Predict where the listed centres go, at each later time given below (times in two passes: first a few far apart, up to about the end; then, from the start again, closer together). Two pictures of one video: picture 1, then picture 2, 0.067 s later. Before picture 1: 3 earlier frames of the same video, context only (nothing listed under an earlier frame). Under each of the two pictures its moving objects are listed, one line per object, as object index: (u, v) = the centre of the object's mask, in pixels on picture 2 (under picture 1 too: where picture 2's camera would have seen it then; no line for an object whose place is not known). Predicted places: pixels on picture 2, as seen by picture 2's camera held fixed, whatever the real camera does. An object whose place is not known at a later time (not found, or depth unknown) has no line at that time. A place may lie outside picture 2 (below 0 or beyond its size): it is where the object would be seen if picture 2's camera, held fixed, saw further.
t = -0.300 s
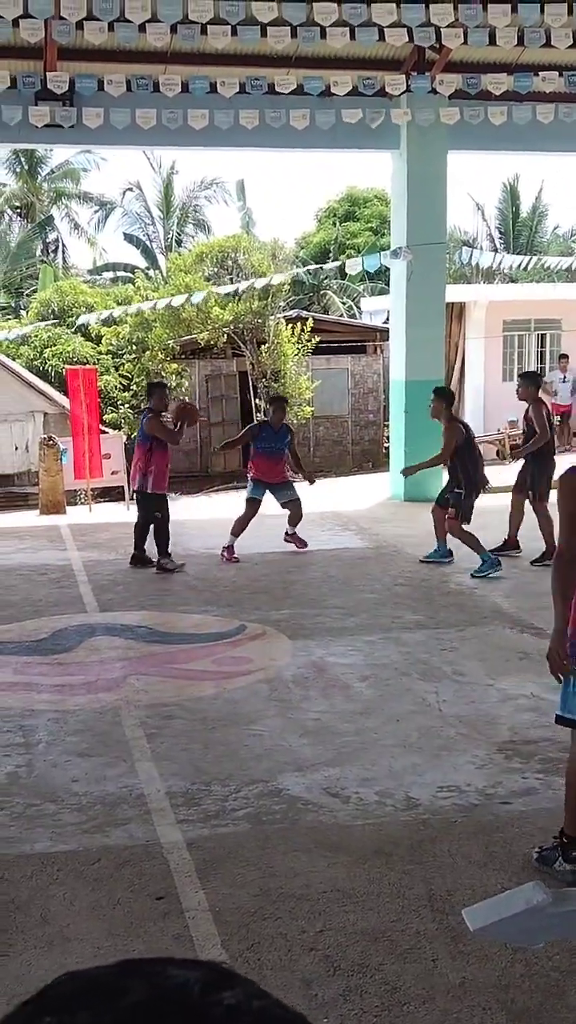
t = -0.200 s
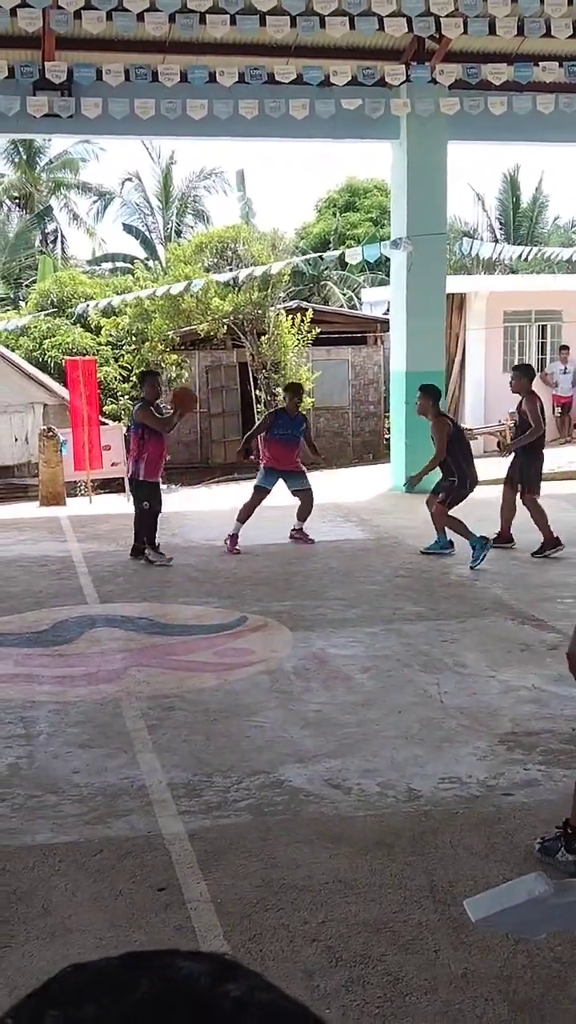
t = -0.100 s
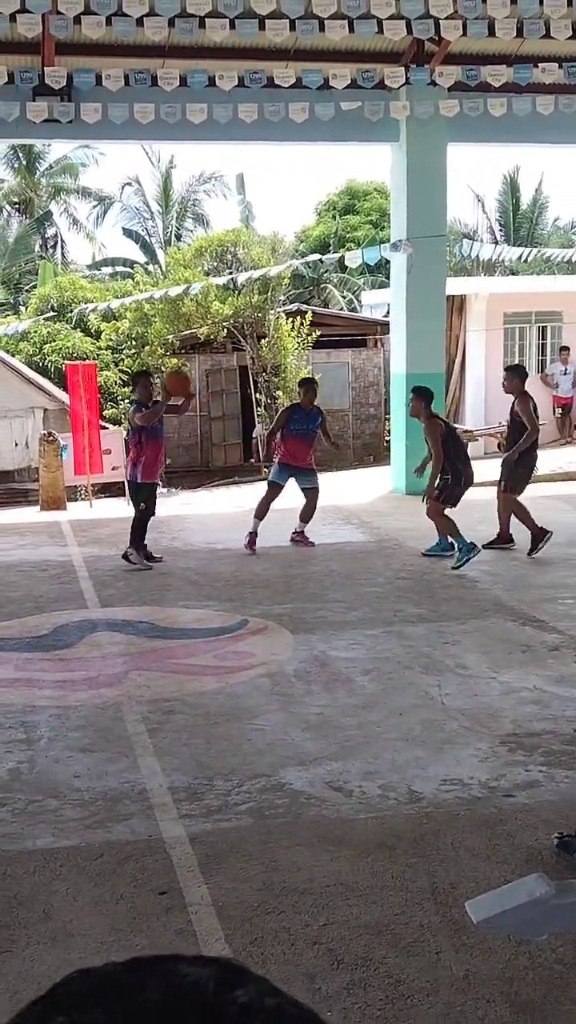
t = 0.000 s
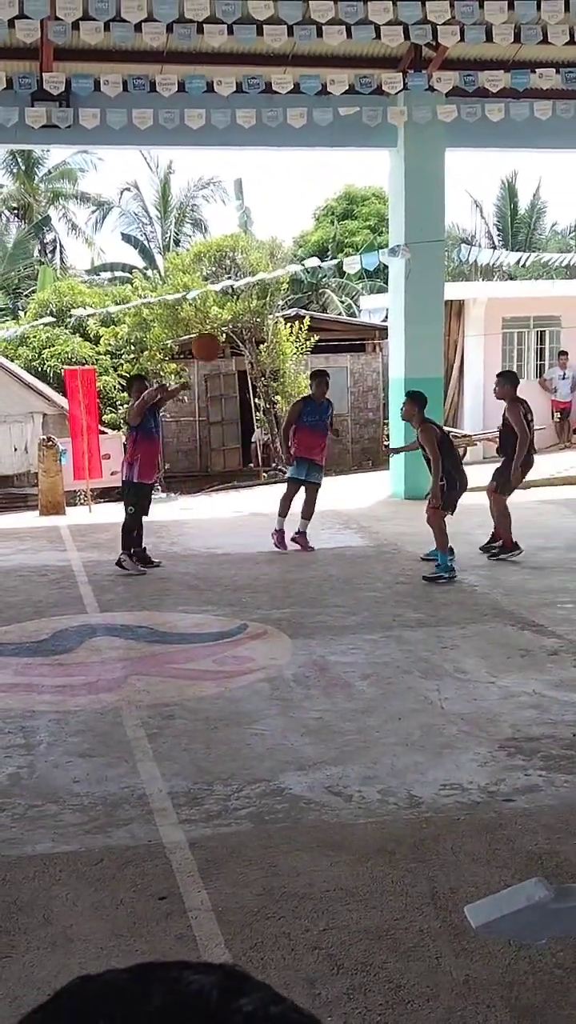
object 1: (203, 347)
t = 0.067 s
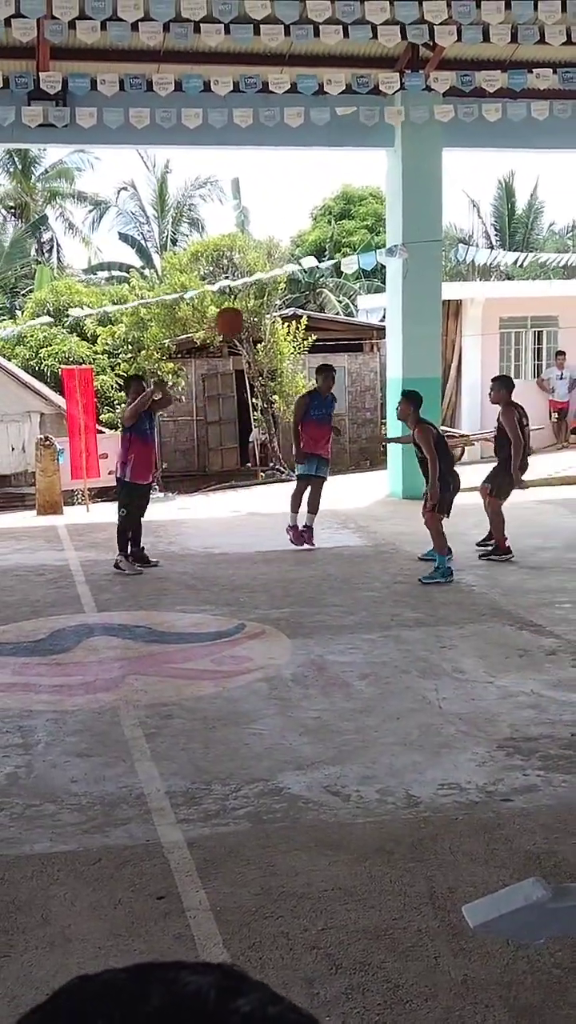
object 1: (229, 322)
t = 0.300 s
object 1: (338, 272)
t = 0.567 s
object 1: (528, 317)
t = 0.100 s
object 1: (242, 313)
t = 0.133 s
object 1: (256, 303)
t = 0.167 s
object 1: (271, 295)
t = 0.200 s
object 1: (286, 287)
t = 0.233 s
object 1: (303, 280)
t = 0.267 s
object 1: (320, 274)
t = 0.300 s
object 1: (338, 272)
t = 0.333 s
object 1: (357, 270)
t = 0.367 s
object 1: (378, 271)
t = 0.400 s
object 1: (399, 273)
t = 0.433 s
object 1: (421, 277)
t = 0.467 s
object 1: (446, 283)
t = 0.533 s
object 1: (499, 303)
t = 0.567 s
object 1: (528, 317)
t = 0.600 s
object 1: (559, 335)
